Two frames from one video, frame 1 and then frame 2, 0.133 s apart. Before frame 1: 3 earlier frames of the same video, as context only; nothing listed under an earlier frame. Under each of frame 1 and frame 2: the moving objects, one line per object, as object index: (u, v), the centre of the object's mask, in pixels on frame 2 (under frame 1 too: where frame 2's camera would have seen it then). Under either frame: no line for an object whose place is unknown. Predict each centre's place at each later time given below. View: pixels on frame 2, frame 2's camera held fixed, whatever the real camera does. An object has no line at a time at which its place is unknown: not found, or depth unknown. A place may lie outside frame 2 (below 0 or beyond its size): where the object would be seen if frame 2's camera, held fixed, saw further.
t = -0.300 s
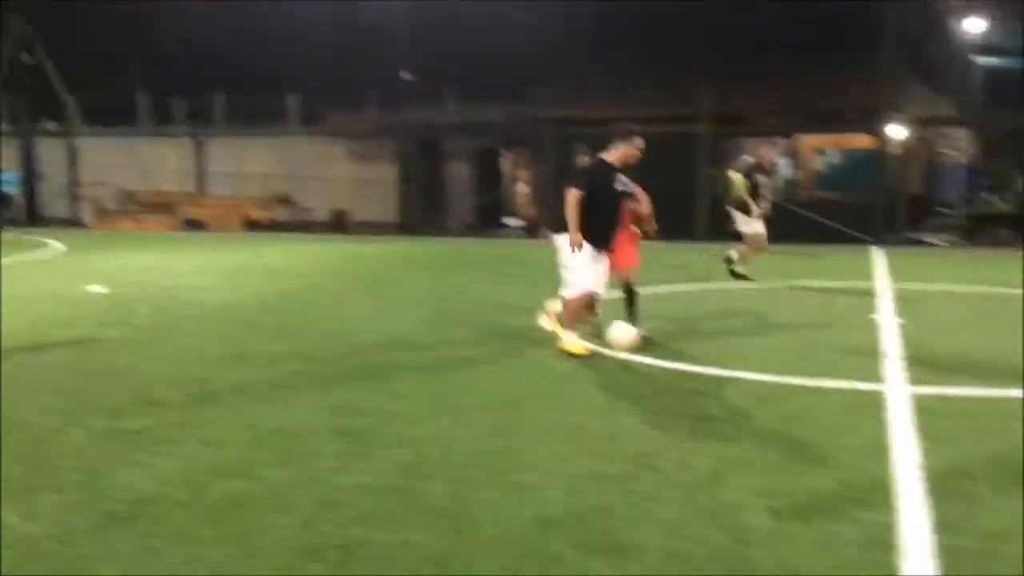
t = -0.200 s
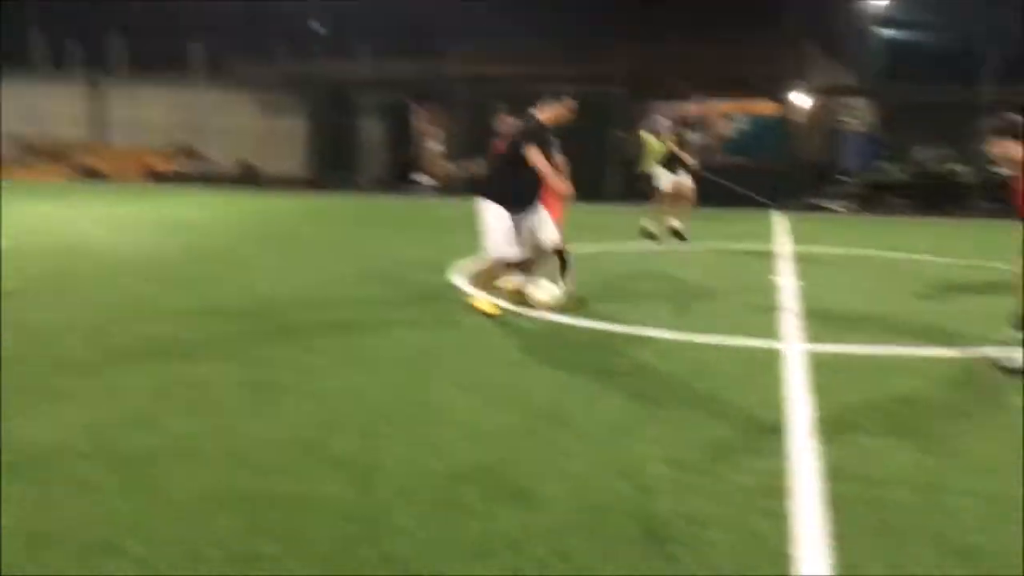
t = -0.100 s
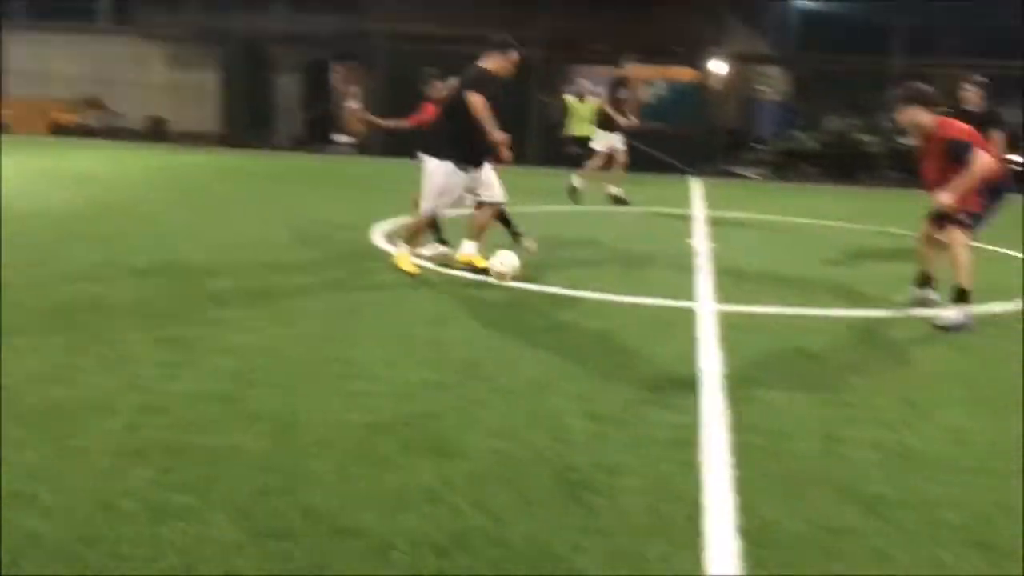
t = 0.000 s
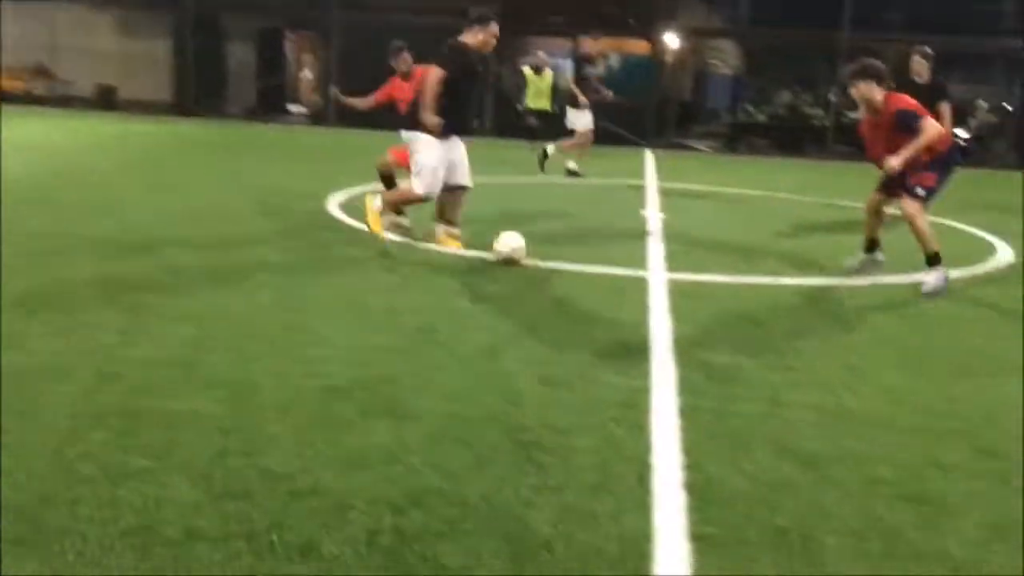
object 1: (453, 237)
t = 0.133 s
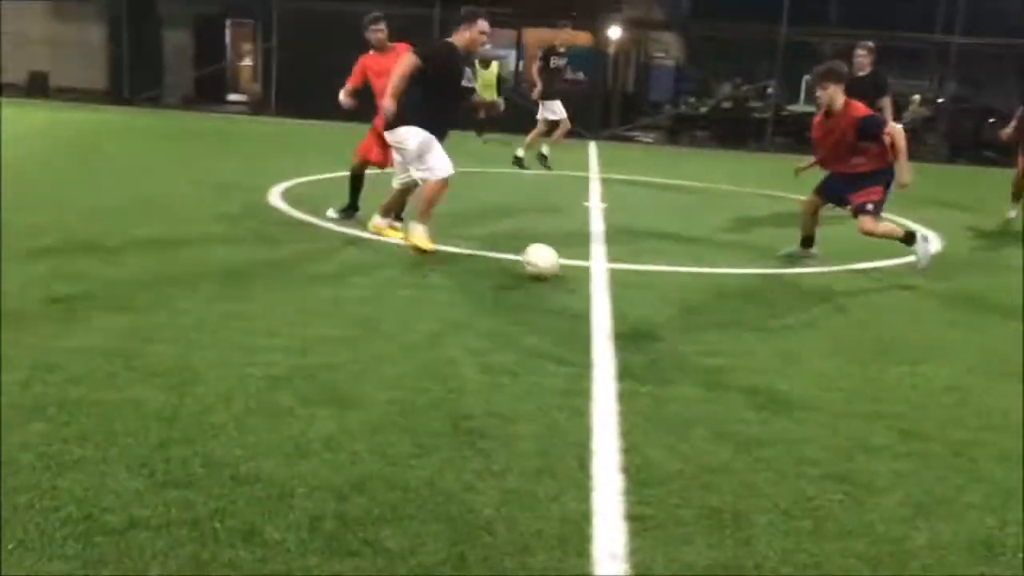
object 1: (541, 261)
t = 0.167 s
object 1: (558, 266)
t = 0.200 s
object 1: (575, 270)
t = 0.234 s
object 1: (593, 276)
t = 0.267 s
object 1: (610, 280)
